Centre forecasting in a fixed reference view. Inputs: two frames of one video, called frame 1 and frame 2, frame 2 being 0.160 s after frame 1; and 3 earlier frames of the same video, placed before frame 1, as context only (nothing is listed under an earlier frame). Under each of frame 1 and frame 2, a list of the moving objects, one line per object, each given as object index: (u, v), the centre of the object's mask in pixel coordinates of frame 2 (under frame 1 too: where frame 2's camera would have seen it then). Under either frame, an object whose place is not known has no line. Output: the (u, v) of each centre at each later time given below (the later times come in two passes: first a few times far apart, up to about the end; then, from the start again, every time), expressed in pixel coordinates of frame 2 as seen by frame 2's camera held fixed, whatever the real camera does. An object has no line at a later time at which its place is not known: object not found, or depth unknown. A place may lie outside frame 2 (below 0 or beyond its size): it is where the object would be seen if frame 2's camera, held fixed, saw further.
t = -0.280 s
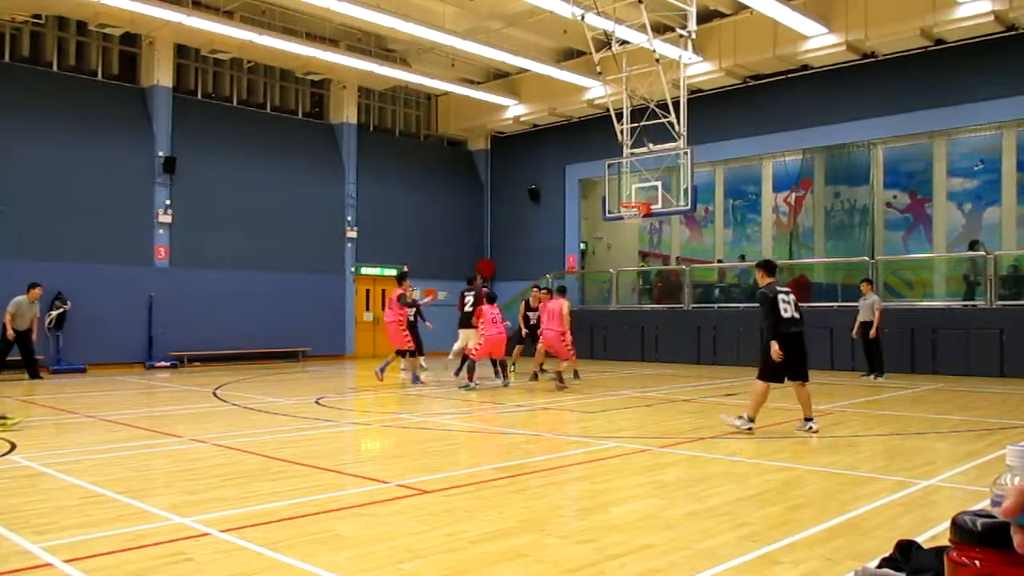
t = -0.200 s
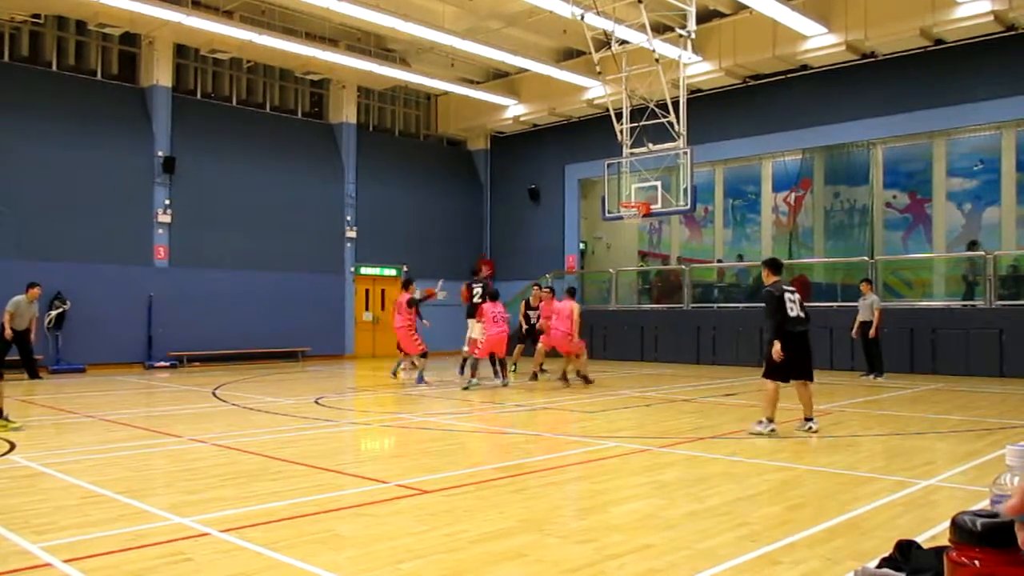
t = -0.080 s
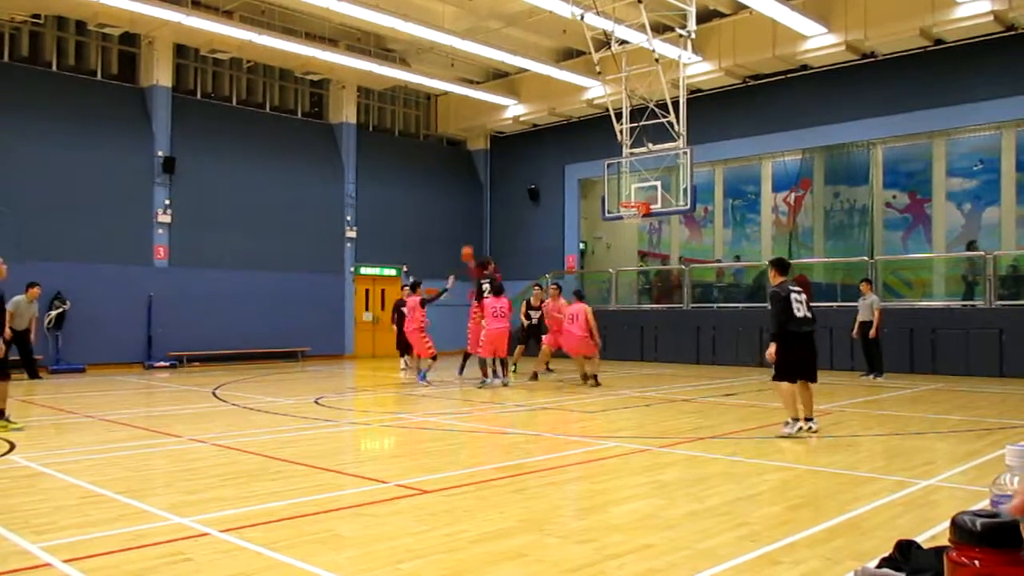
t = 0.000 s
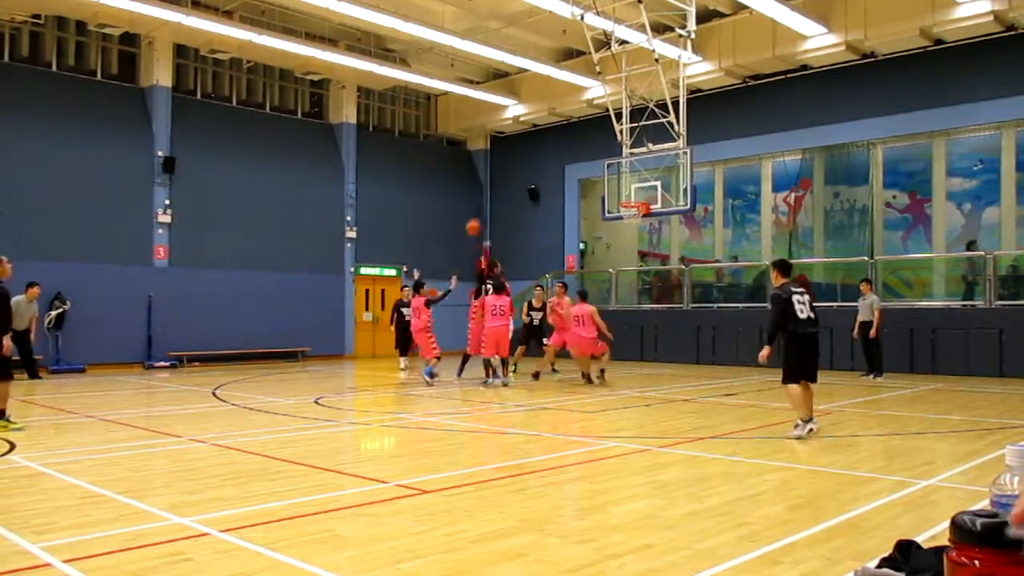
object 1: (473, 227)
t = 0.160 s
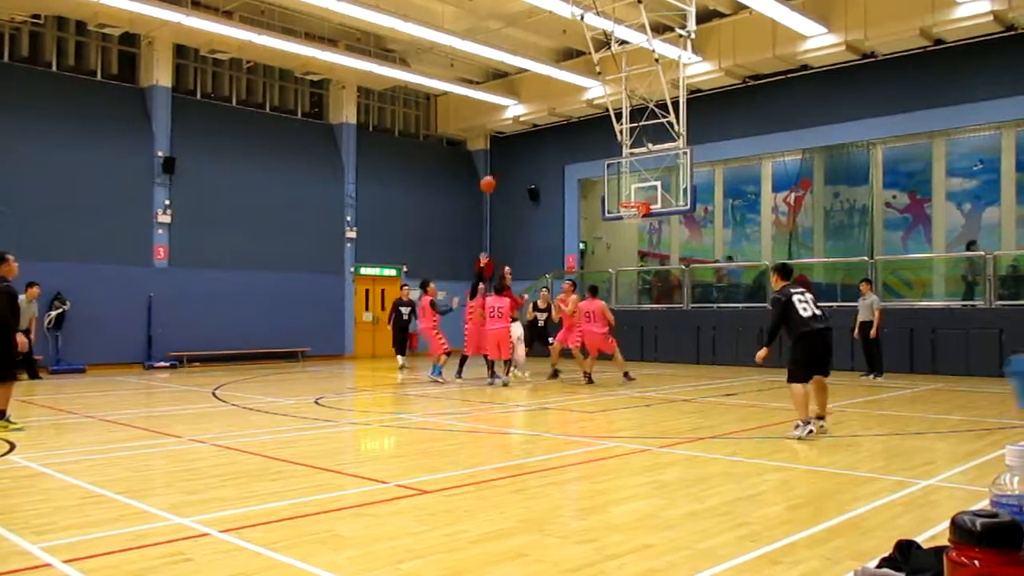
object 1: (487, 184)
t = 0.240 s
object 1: (494, 167)
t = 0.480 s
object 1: (520, 136)
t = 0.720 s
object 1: (550, 142)
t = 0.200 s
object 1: (492, 175)
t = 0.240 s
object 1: (494, 167)
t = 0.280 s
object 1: (499, 159)
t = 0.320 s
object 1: (503, 153)
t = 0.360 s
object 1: (508, 148)
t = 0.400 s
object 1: (512, 142)
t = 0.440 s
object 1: (516, 139)
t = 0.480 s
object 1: (520, 136)
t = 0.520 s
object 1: (525, 135)
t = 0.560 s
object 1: (529, 134)
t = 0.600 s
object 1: (534, 134)
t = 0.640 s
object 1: (540, 136)
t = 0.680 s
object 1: (544, 138)
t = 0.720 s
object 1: (550, 142)
